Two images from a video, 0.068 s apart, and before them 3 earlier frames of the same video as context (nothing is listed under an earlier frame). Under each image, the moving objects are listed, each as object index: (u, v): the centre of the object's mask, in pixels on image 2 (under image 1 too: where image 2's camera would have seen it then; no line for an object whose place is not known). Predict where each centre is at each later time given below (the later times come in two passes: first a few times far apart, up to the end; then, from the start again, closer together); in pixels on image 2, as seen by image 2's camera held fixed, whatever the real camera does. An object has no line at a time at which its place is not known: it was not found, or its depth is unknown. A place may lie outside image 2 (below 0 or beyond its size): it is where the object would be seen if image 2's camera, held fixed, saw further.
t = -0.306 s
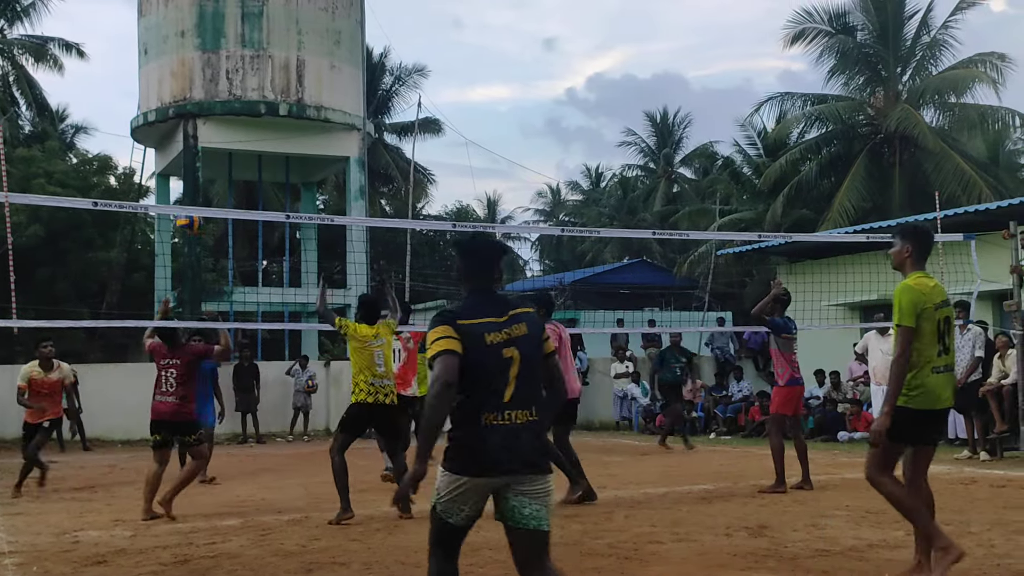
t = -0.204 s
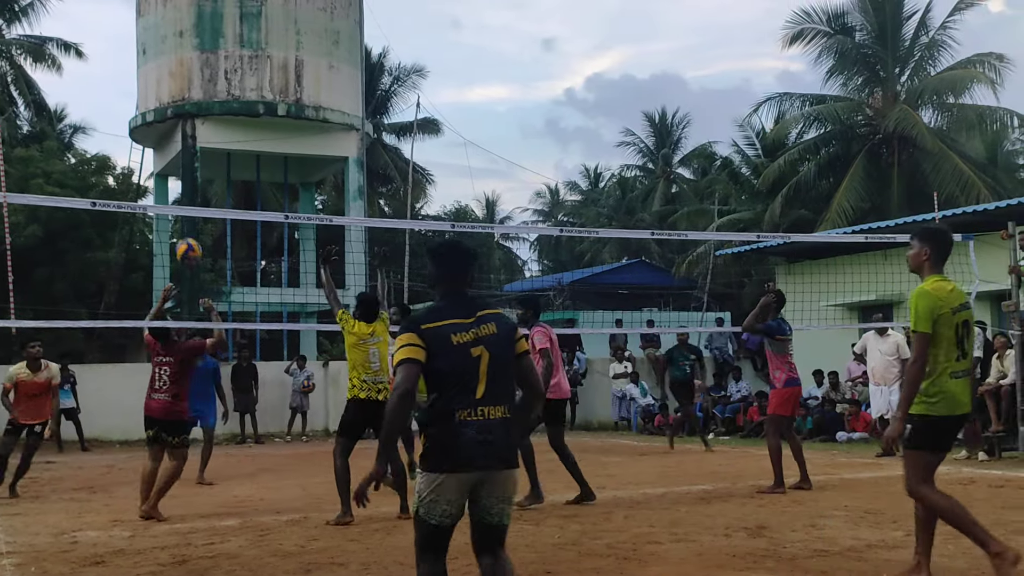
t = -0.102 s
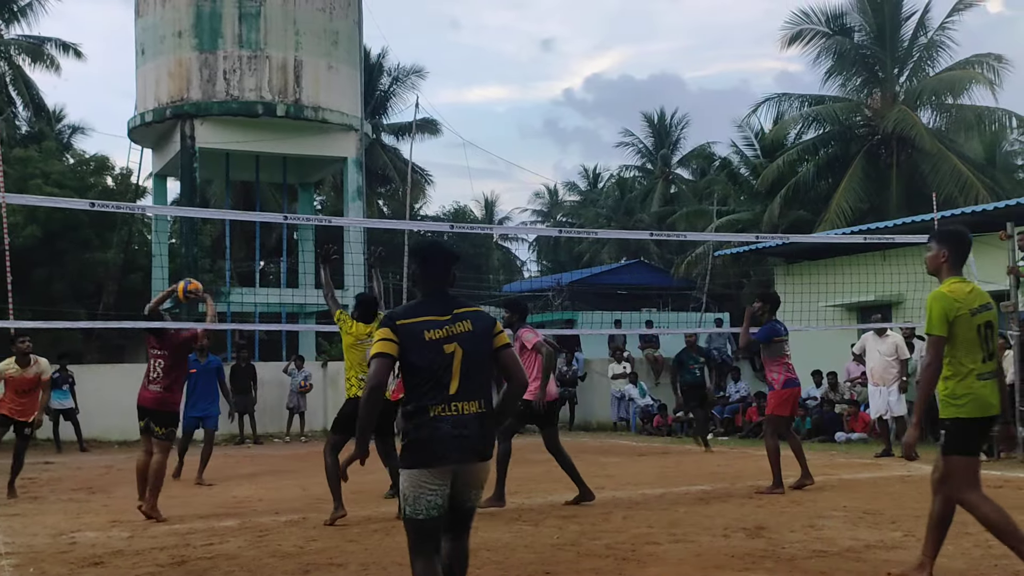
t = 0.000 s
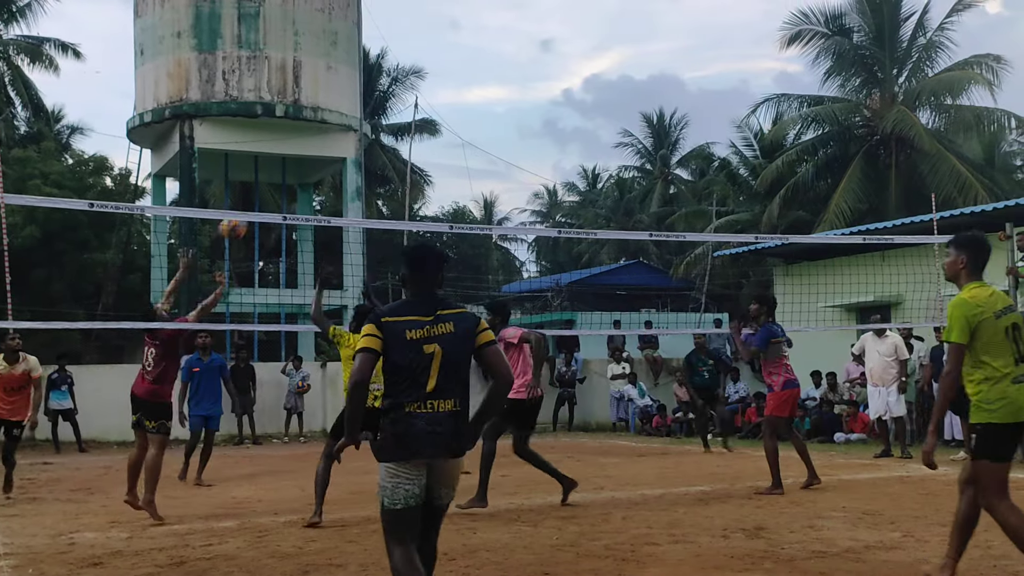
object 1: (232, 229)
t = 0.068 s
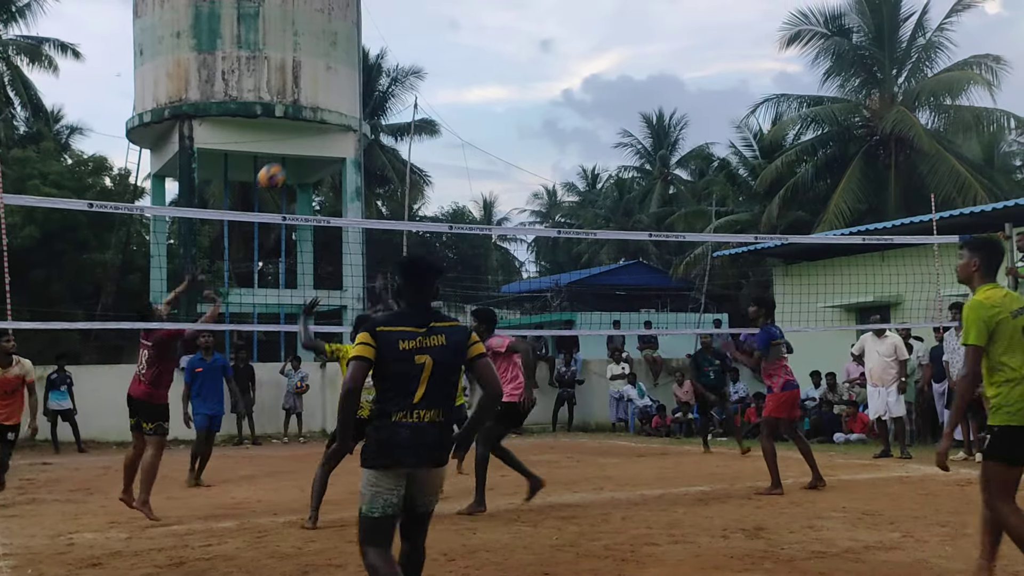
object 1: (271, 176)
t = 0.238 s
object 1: (359, 82)
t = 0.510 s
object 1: (476, 8)
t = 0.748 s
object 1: (565, 8)
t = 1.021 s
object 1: (654, 68)
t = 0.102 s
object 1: (288, 156)
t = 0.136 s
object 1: (307, 134)
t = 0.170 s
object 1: (323, 116)
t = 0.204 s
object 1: (341, 98)
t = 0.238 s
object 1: (359, 82)
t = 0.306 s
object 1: (389, 56)
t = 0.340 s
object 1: (404, 44)
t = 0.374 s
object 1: (419, 34)
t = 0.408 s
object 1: (434, 26)
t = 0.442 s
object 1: (448, 19)
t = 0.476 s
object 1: (462, 13)
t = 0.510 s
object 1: (476, 8)
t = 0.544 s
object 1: (489, 6)
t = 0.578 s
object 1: (503, 5)
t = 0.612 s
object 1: (515, 4)
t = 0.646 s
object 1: (528, 4)
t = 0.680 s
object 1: (541, 5)
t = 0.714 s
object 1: (553, 6)
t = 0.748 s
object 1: (565, 8)
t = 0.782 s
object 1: (576, 12)
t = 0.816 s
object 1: (588, 17)
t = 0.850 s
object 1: (600, 24)
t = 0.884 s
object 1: (611, 31)
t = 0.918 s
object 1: (622, 39)
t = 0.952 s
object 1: (633, 48)
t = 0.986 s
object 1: (644, 57)
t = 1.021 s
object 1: (654, 68)
